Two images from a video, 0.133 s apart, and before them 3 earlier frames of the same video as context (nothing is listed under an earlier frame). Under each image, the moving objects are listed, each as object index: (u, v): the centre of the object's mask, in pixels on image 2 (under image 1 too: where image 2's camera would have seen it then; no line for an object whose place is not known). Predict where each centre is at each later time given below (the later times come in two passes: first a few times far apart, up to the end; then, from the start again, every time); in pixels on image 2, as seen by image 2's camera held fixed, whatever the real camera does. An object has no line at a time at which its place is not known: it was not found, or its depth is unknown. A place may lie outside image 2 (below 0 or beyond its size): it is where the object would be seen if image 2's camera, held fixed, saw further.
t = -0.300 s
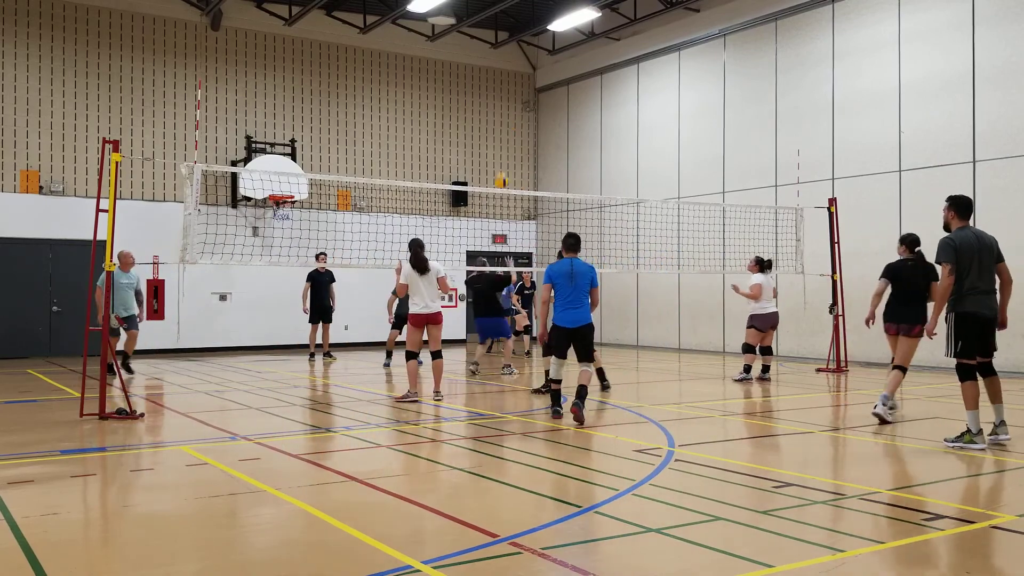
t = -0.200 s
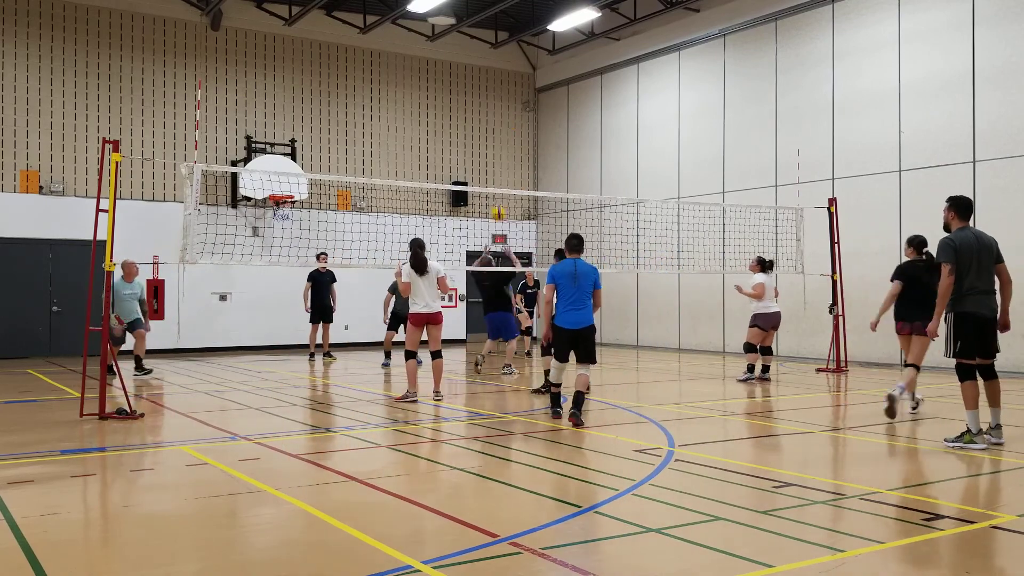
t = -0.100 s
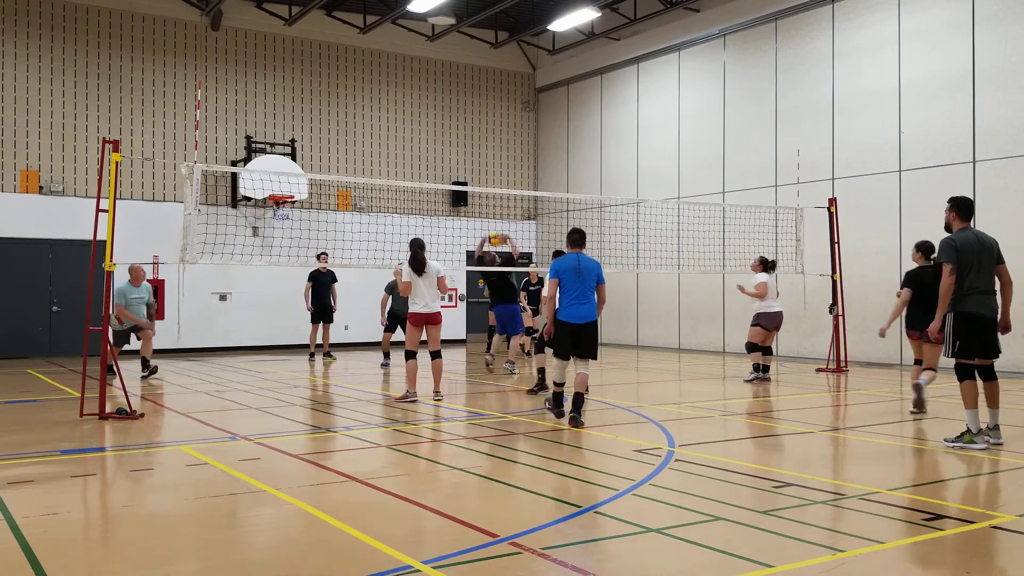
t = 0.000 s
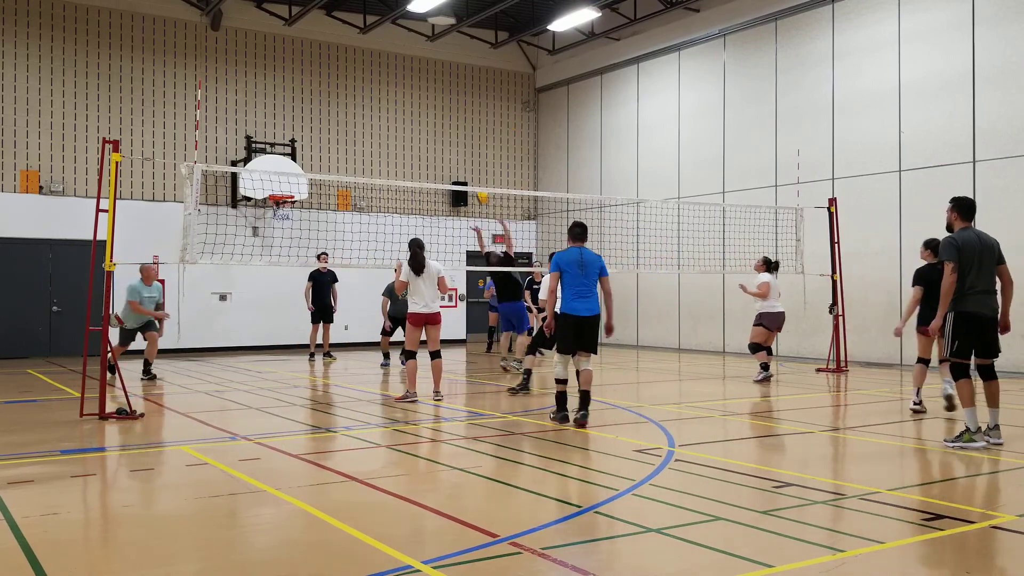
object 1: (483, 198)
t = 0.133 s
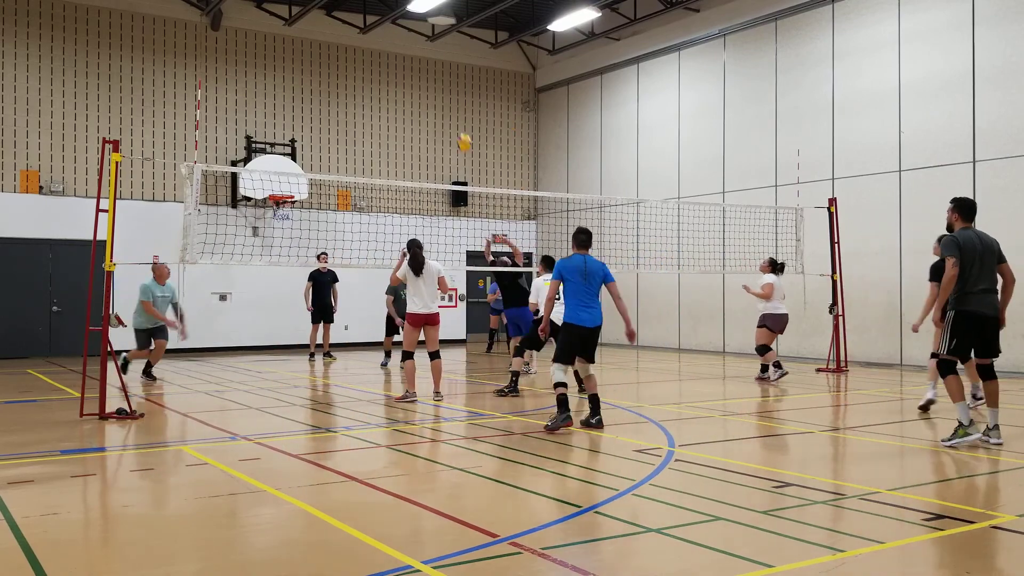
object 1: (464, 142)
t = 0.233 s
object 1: (450, 109)
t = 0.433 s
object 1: (423, 63)
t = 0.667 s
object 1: (389, 44)
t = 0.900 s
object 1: (354, 66)
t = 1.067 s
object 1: (328, 109)
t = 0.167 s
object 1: (459, 130)
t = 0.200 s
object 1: (454, 119)
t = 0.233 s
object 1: (450, 109)
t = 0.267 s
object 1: (446, 100)
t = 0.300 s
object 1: (441, 91)
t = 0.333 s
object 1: (437, 83)
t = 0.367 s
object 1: (432, 76)
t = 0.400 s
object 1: (427, 69)
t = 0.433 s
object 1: (423, 63)
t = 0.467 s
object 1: (418, 58)
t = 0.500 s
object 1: (413, 54)
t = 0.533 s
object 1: (408, 50)
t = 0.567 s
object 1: (404, 47)
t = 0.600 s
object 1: (399, 45)
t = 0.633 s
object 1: (394, 44)
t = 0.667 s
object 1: (389, 44)
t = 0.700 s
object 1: (384, 44)
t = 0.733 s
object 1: (379, 45)
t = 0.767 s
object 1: (375, 48)
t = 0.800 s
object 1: (370, 51)
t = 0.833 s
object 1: (364, 55)
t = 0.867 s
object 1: (359, 60)
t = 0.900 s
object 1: (354, 66)
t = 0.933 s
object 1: (349, 73)
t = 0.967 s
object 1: (344, 81)
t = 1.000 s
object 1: (338, 89)
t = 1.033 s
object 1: (333, 98)
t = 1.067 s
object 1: (328, 109)
